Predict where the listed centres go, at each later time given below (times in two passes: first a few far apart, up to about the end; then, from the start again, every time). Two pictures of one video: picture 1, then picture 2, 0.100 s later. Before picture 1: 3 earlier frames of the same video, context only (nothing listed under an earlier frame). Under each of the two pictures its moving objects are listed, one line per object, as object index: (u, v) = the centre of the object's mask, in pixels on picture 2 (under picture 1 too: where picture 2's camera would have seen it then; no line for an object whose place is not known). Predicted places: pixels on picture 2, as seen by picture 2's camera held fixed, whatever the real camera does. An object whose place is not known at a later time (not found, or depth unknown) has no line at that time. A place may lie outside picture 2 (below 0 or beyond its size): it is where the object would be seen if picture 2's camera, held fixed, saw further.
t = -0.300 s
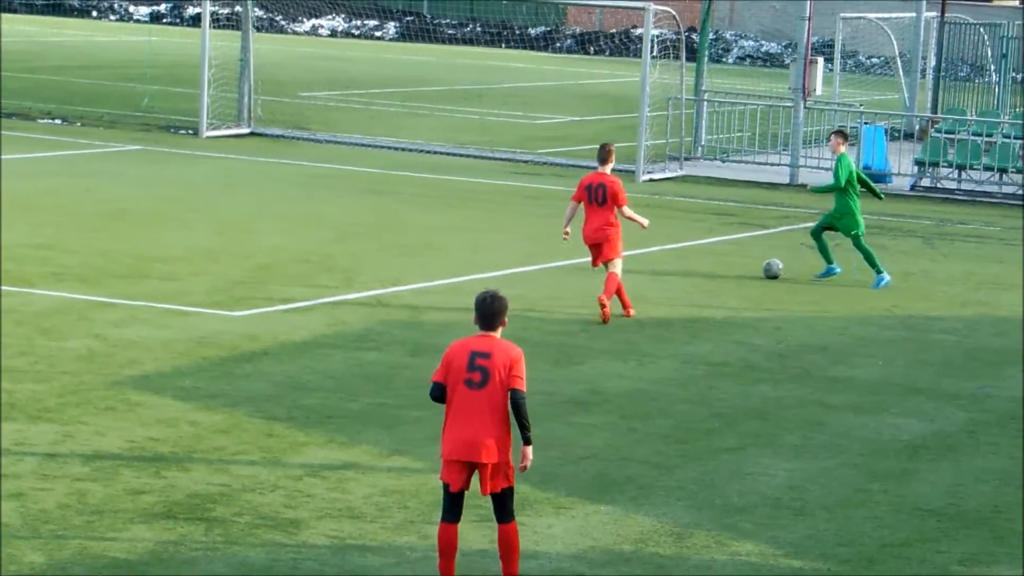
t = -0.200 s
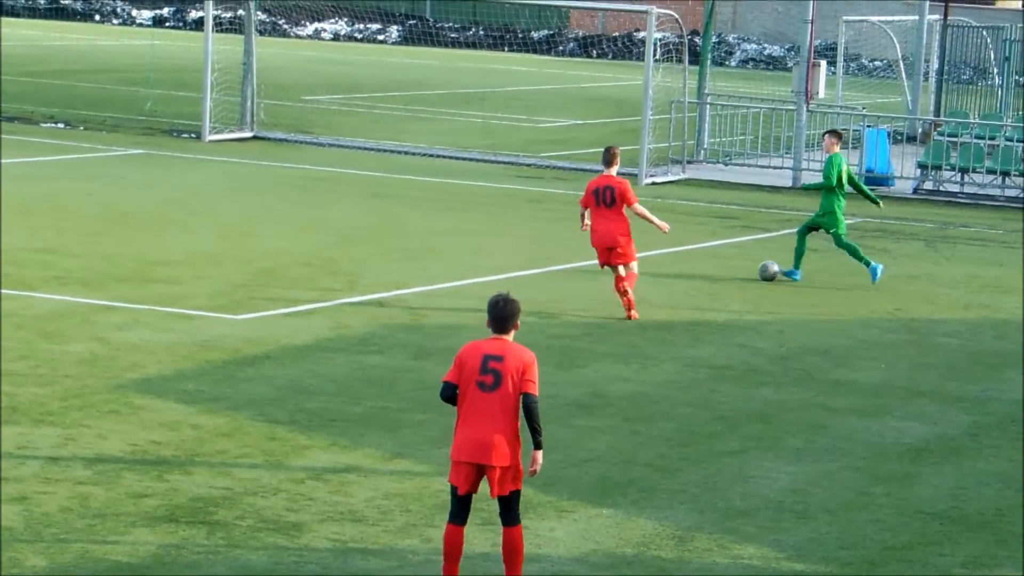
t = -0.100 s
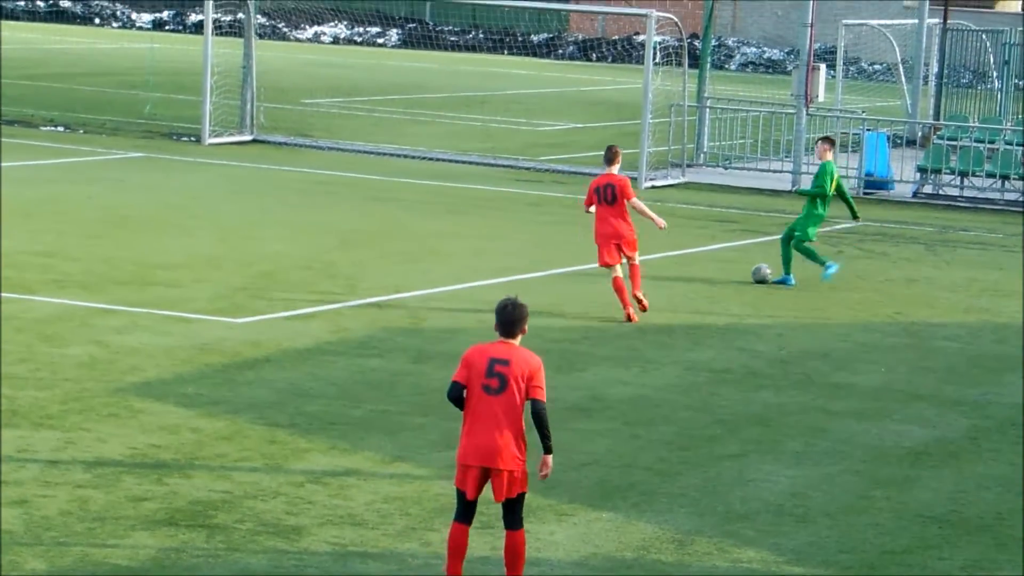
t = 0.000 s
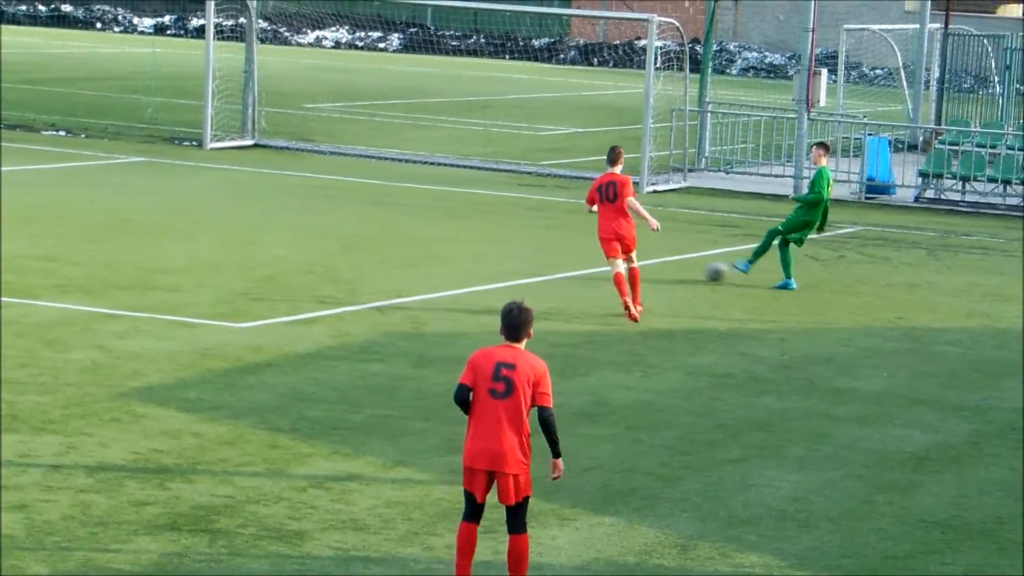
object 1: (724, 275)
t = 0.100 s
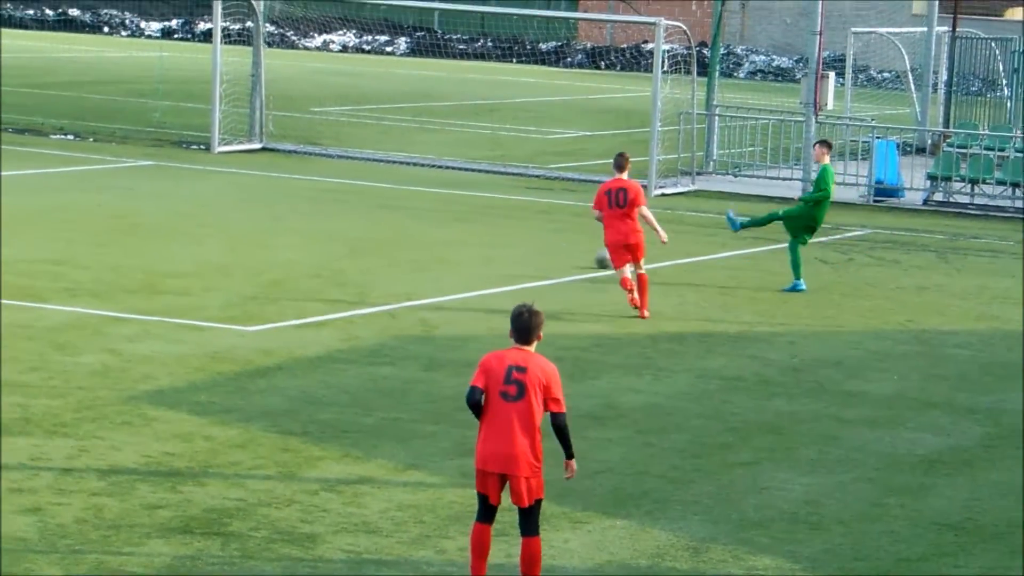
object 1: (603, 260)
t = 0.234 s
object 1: (466, 240)
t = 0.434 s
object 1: (293, 215)
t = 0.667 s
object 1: (134, 193)
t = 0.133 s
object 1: (568, 253)
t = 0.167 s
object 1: (532, 249)
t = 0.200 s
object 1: (498, 245)
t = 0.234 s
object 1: (466, 240)
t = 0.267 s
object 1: (434, 234)
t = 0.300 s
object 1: (404, 230)
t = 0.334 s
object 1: (374, 225)
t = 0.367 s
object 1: (345, 223)
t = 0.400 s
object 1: (317, 221)
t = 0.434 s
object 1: (293, 215)
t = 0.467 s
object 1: (269, 210)
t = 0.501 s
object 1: (245, 206)
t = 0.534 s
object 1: (221, 203)
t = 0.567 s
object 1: (198, 202)
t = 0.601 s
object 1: (174, 202)
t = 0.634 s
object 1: (154, 198)
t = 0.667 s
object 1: (134, 193)
